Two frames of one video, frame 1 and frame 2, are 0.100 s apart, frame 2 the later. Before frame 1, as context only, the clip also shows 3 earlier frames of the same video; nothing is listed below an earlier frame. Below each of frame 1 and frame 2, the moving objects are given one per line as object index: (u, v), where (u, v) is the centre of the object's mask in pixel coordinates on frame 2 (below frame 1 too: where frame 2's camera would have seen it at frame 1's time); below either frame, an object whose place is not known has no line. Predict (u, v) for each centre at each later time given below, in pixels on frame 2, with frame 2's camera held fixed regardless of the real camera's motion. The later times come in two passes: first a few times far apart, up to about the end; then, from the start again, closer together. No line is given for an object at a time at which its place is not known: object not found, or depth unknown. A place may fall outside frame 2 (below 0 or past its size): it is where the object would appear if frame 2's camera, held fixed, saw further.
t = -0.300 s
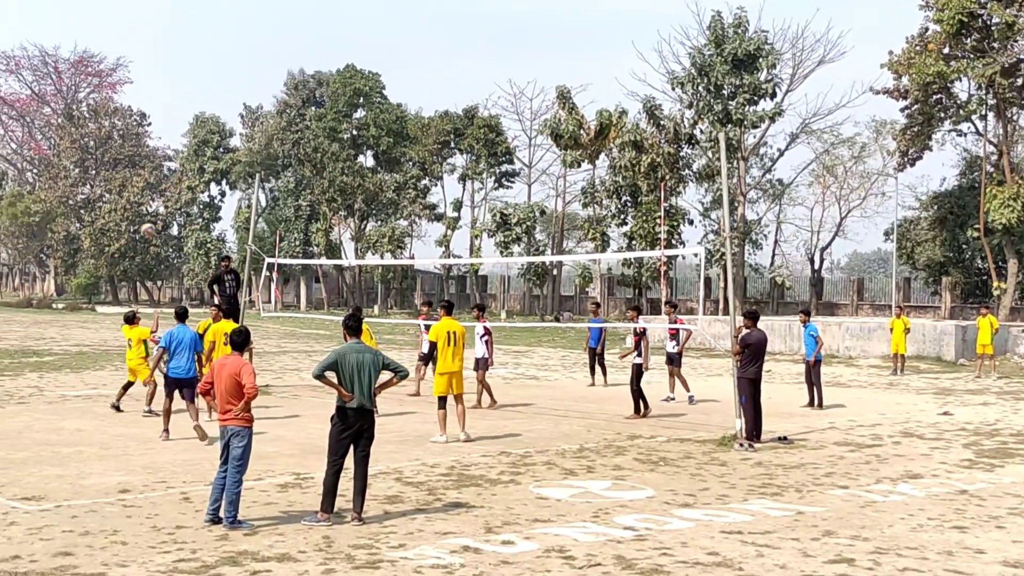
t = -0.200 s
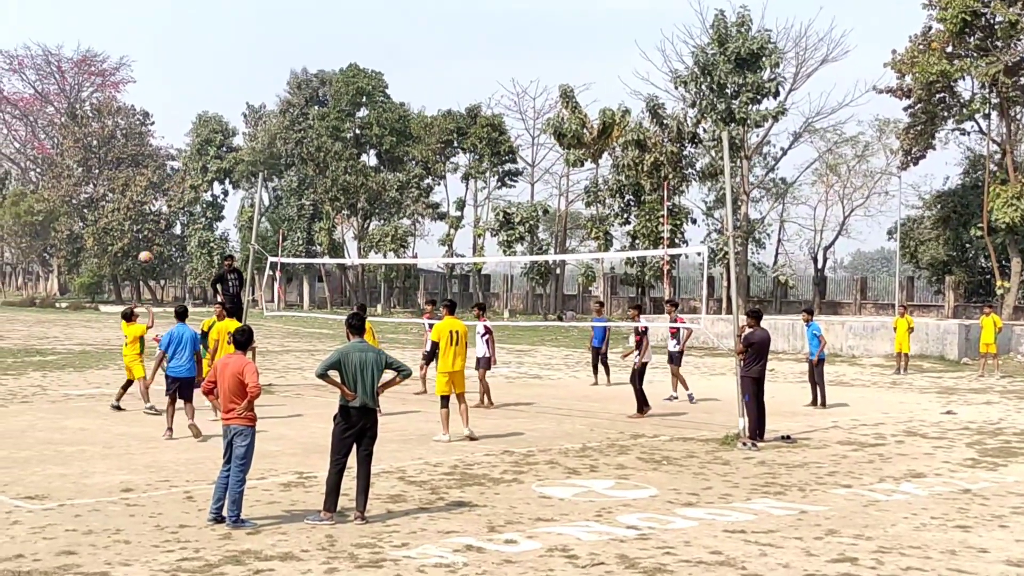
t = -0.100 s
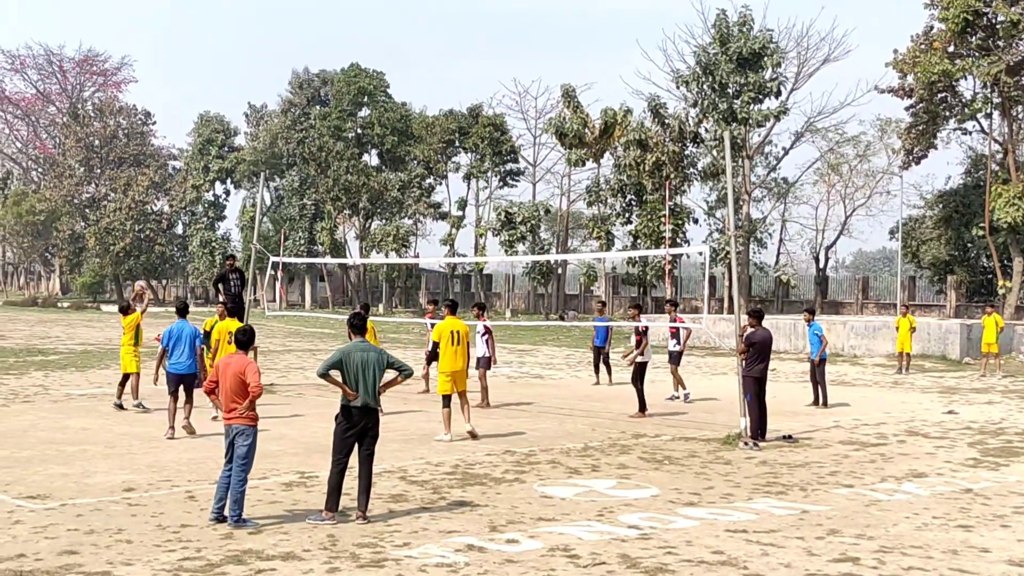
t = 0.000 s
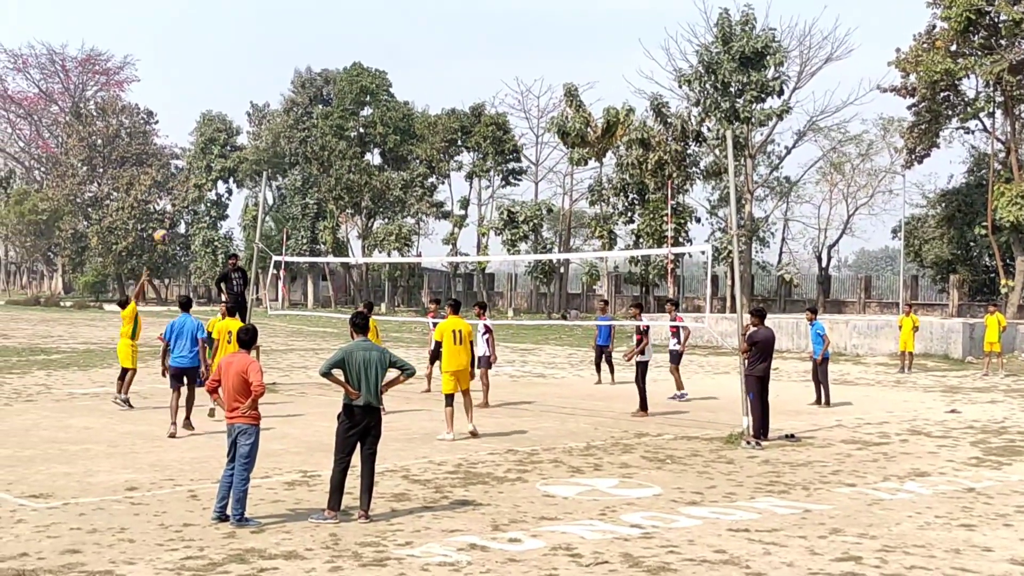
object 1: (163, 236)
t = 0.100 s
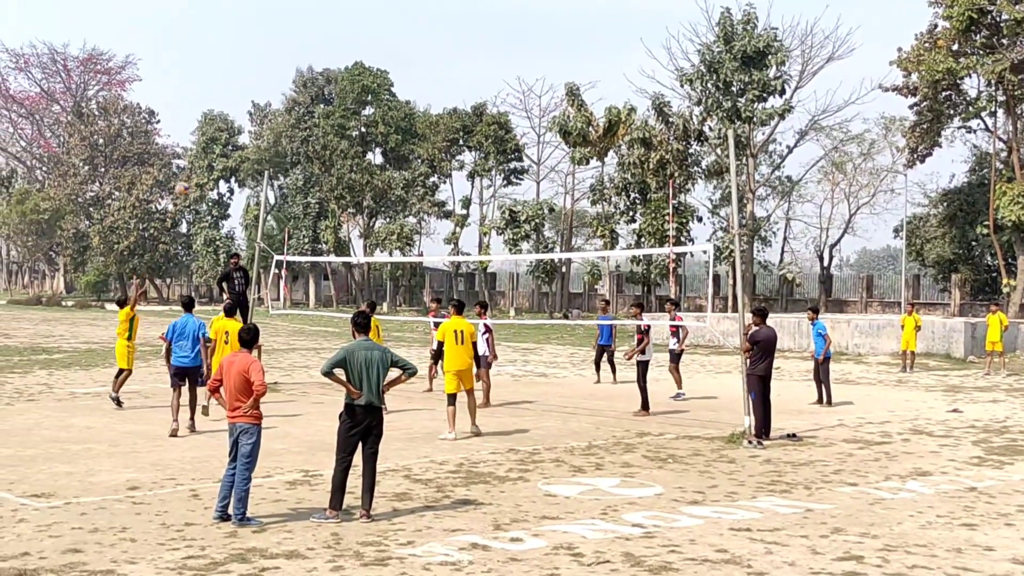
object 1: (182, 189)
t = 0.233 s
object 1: (211, 131)
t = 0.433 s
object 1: (247, 81)
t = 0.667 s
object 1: (292, 50)
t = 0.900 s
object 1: (336, 55)
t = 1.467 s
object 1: (433, 218)
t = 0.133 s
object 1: (188, 175)
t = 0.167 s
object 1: (195, 161)
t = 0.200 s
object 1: (200, 150)
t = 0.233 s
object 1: (211, 131)
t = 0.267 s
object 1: (216, 125)
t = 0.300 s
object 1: (222, 115)
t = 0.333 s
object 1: (228, 106)
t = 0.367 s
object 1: (234, 97)
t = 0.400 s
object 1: (241, 88)
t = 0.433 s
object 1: (247, 81)
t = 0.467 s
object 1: (254, 75)
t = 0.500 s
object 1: (260, 68)
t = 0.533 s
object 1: (266, 63)
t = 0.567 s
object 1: (273, 59)
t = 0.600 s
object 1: (283, 53)
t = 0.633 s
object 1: (289, 51)
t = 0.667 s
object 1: (292, 50)
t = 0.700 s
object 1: (299, 49)
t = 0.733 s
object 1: (305, 48)
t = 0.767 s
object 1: (311, 48)
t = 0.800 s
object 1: (318, 49)
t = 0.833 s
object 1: (327, 51)
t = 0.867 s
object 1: (330, 52)
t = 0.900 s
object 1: (336, 55)
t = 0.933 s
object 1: (343, 59)
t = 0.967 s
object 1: (348, 66)
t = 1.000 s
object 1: (353, 72)
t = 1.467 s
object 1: (433, 218)
